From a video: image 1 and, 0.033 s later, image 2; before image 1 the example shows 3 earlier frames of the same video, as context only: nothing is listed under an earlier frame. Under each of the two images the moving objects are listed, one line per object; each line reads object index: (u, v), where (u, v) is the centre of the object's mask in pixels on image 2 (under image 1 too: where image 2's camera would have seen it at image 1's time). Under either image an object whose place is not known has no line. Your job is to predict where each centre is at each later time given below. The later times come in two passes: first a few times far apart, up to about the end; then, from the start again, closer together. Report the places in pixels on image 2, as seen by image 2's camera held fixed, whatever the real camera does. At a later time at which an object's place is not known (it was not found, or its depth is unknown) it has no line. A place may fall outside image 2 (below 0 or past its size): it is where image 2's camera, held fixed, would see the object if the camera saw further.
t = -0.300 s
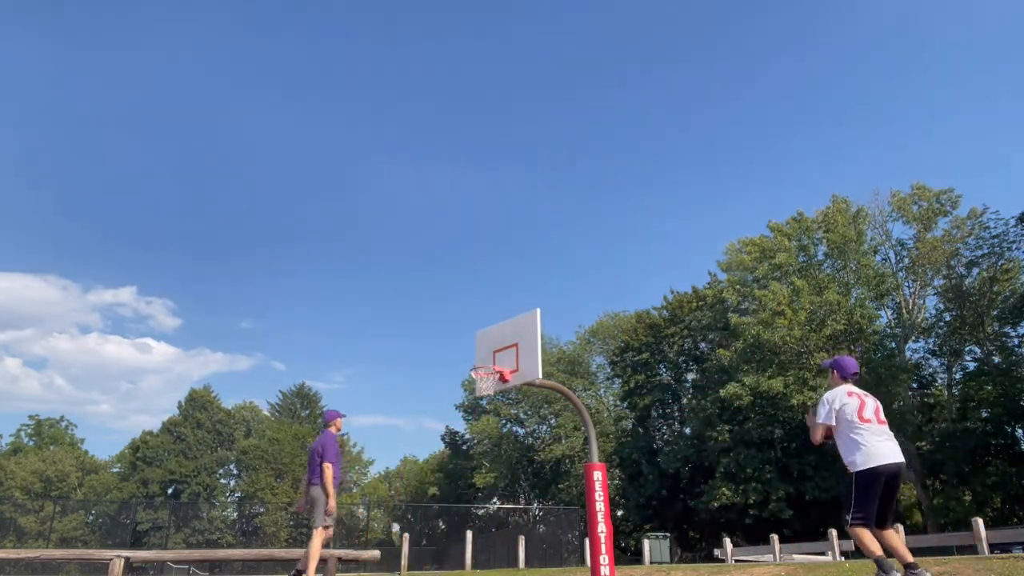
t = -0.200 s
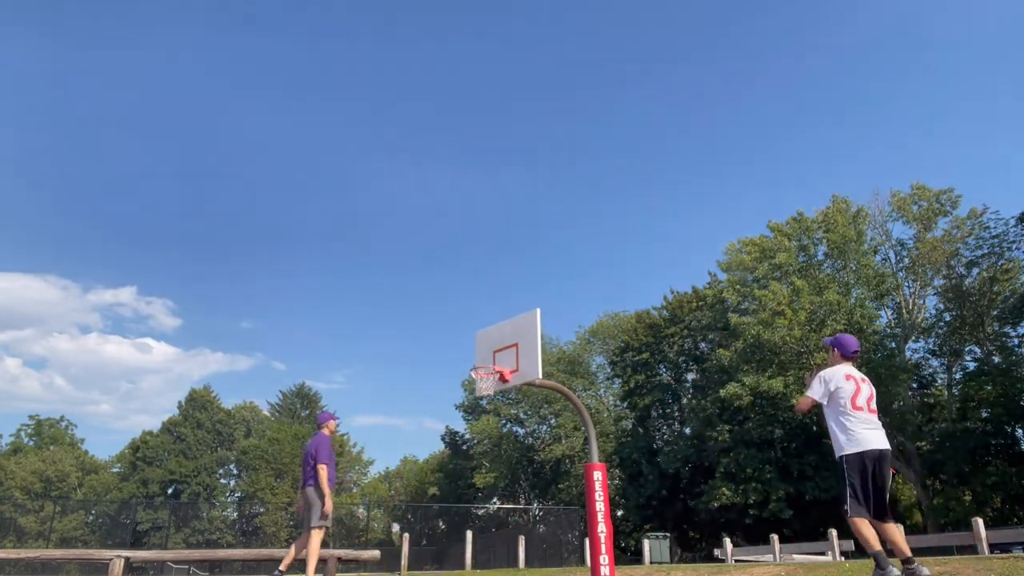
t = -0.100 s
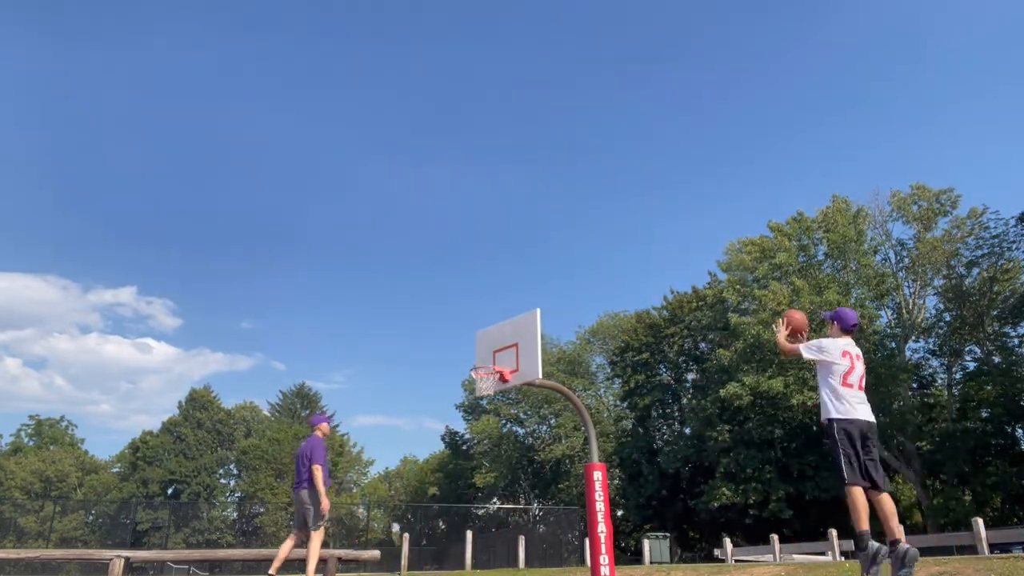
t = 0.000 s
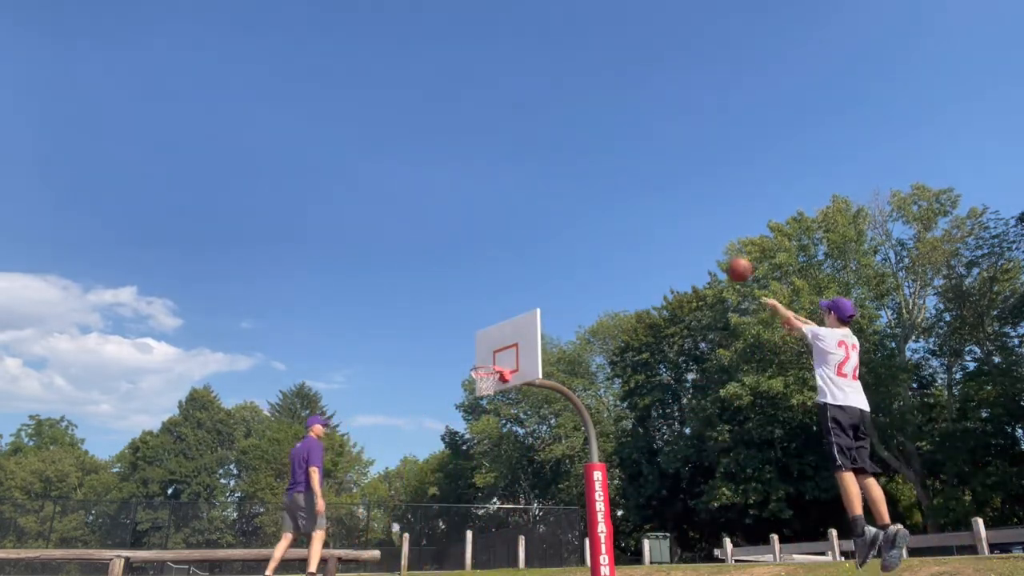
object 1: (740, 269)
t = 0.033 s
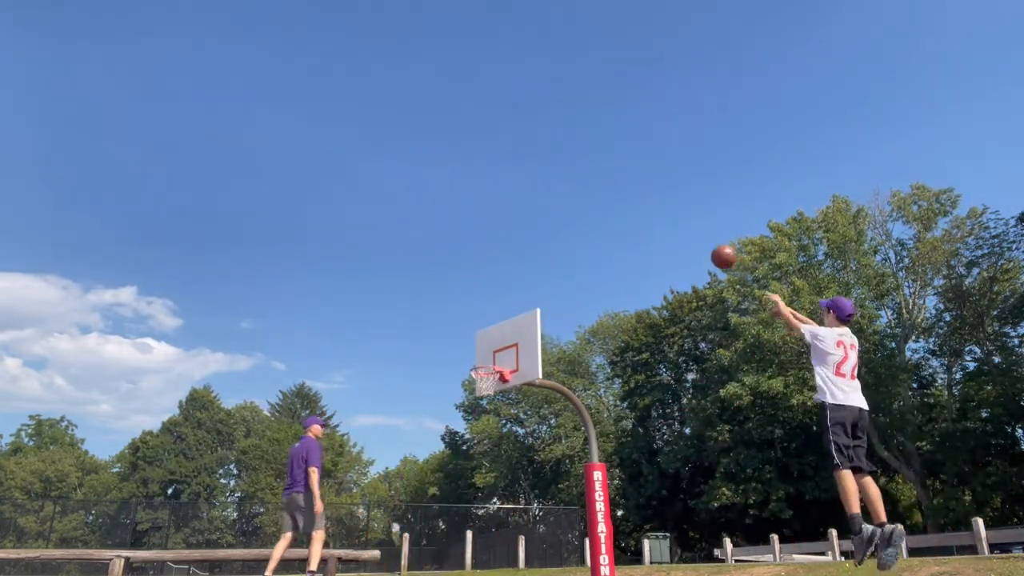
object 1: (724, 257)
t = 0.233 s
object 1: (652, 211)
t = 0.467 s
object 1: (595, 208)
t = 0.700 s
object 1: (552, 240)
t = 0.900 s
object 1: (522, 290)
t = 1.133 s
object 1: (488, 369)
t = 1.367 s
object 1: (476, 388)
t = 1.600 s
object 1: (460, 418)
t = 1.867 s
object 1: (440, 501)
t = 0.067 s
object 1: (710, 245)
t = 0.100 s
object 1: (696, 235)
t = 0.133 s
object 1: (684, 228)
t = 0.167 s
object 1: (673, 221)
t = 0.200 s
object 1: (662, 216)
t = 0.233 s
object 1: (652, 211)
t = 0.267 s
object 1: (643, 208)
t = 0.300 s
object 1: (634, 206)
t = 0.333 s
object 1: (625, 205)
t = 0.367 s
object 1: (617, 205)
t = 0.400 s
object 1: (609, 205)
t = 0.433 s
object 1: (602, 207)
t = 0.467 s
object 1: (595, 208)
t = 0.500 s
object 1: (588, 211)
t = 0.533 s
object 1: (581, 215)
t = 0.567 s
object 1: (575, 218)
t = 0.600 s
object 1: (569, 223)
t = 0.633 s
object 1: (563, 228)
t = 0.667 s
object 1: (557, 234)
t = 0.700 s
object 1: (552, 240)
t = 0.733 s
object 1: (547, 247)
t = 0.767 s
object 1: (541, 255)
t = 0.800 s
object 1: (536, 263)
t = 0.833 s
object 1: (531, 271)
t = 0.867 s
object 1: (526, 280)
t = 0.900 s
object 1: (522, 290)
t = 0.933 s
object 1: (517, 299)
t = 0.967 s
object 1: (512, 310)
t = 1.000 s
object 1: (508, 321)
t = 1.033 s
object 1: (504, 332)
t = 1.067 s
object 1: (500, 343)
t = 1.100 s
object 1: (496, 356)
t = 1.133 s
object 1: (488, 369)
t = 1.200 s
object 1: (486, 388)
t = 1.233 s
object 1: (484, 386)
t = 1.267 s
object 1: (482, 386)
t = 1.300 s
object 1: (480, 387)
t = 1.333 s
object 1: (477, 387)
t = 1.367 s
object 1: (476, 388)
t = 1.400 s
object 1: (473, 390)
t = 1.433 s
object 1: (471, 393)
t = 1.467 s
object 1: (469, 396)
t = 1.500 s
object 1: (466, 401)
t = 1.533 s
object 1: (465, 406)
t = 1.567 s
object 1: (462, 411)
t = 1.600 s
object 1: (460, 418)
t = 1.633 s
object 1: (458, 426)
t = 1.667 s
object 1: (455, 434)
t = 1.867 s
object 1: (440, 501)
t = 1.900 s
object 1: (437, 515)
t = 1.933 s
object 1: (434, 531)
